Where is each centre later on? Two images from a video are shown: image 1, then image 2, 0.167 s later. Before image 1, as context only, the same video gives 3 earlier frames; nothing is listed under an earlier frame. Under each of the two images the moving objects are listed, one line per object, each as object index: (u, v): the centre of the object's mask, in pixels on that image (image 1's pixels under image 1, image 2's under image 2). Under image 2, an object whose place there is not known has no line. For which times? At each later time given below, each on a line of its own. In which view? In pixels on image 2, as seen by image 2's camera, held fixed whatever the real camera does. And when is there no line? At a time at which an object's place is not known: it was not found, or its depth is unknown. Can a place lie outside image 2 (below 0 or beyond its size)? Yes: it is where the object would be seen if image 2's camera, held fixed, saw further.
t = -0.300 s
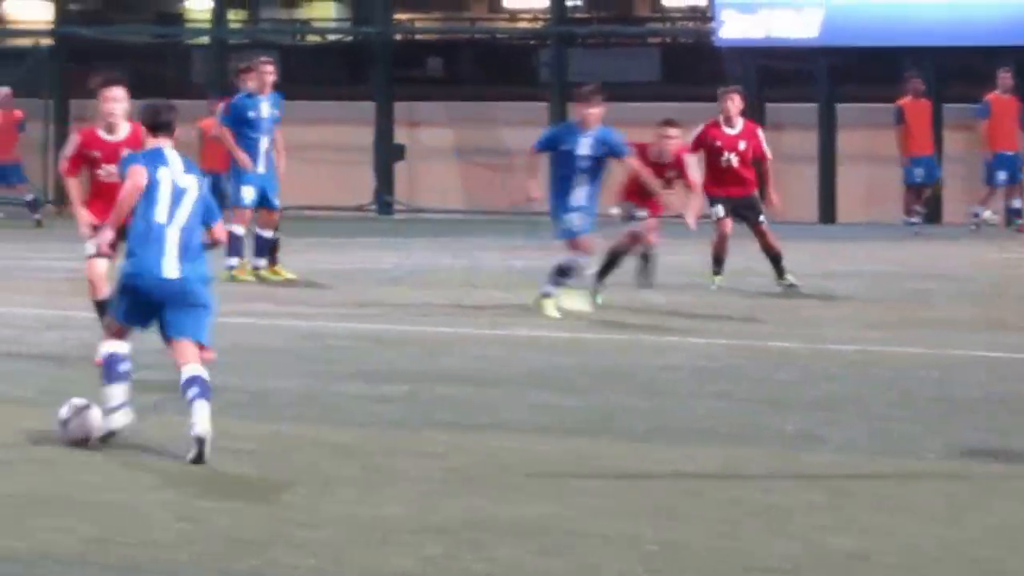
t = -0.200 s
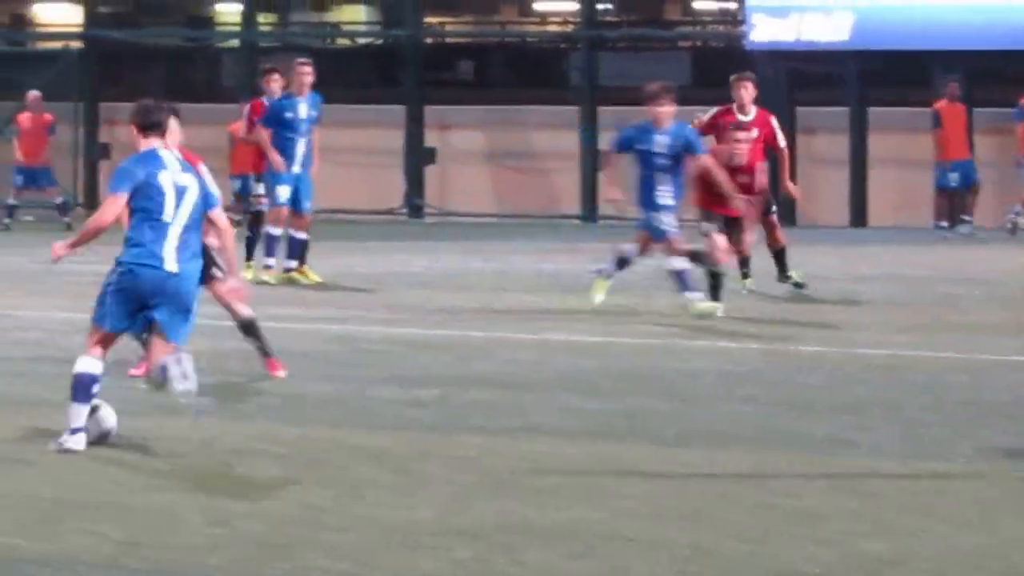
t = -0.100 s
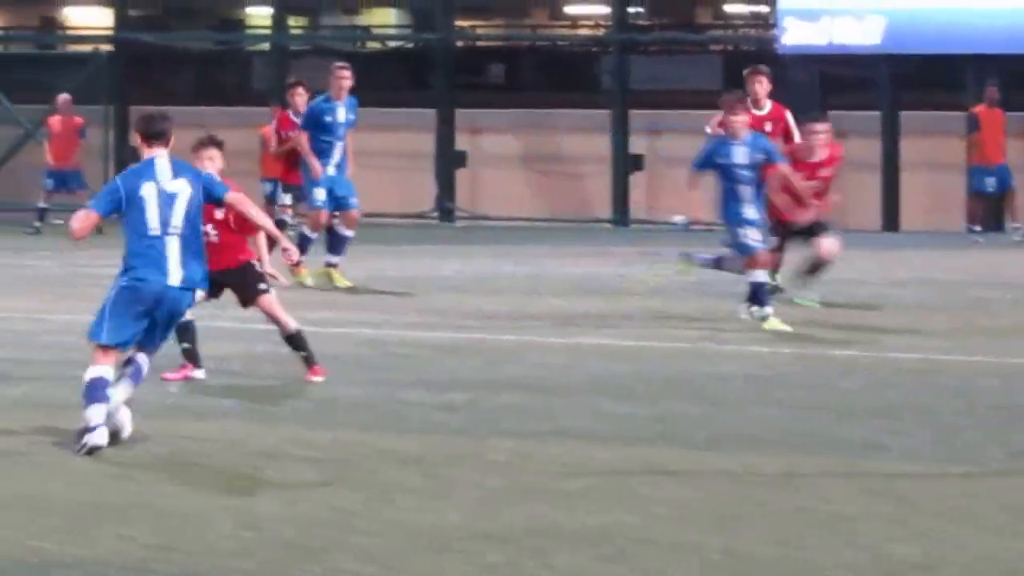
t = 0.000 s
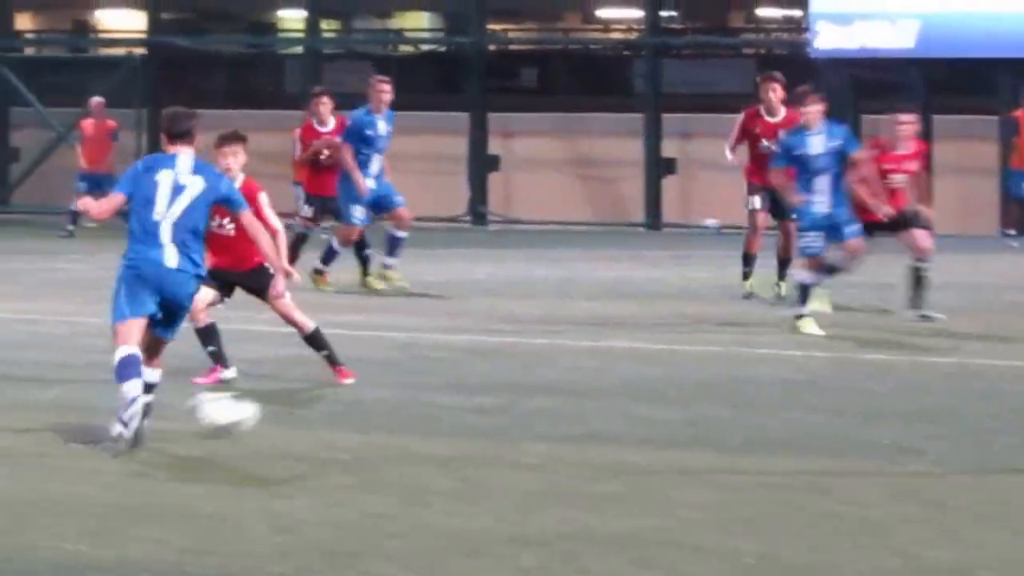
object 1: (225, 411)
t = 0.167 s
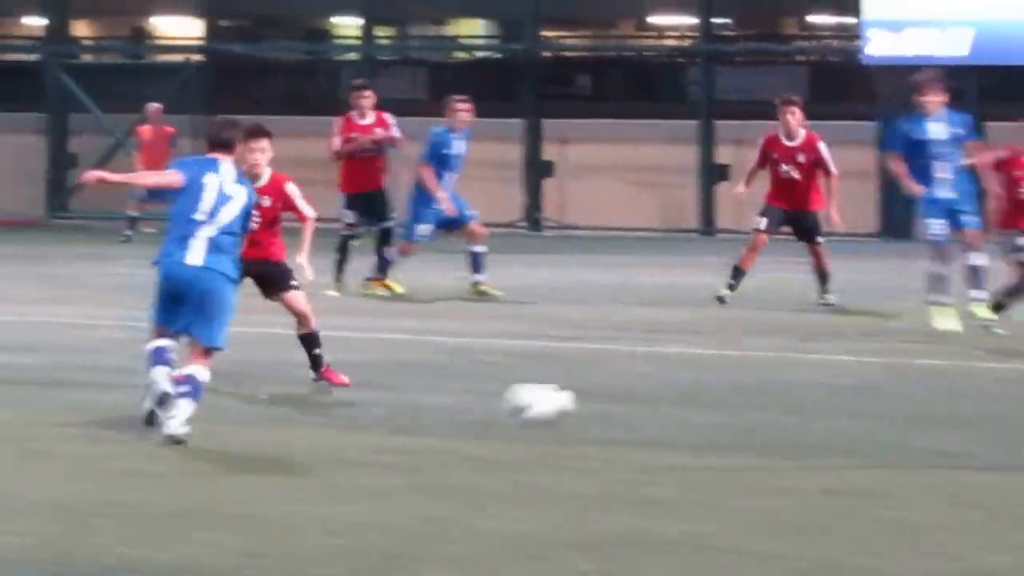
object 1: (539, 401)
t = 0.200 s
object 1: (587, 401)
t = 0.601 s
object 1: (1021, 378)
